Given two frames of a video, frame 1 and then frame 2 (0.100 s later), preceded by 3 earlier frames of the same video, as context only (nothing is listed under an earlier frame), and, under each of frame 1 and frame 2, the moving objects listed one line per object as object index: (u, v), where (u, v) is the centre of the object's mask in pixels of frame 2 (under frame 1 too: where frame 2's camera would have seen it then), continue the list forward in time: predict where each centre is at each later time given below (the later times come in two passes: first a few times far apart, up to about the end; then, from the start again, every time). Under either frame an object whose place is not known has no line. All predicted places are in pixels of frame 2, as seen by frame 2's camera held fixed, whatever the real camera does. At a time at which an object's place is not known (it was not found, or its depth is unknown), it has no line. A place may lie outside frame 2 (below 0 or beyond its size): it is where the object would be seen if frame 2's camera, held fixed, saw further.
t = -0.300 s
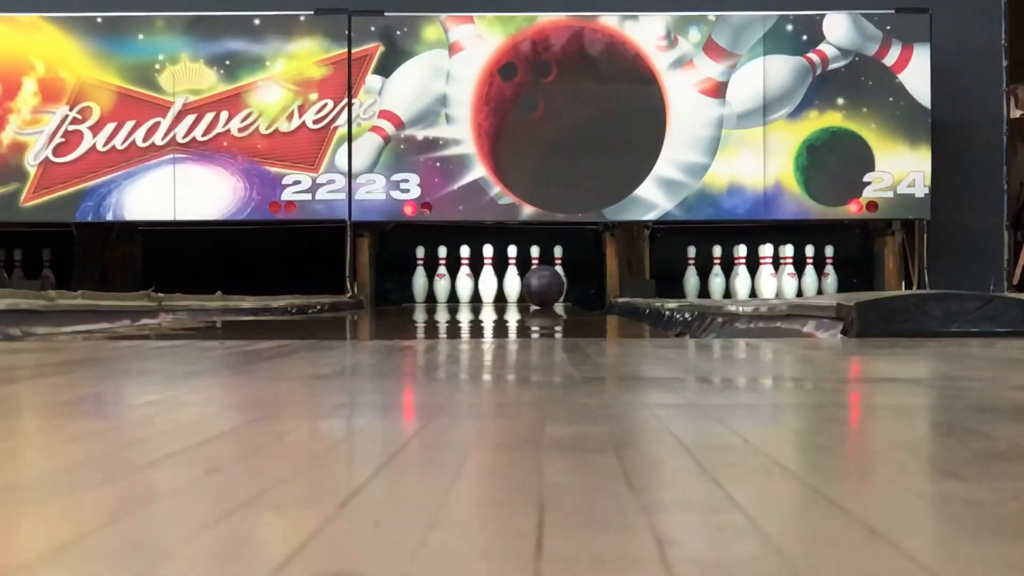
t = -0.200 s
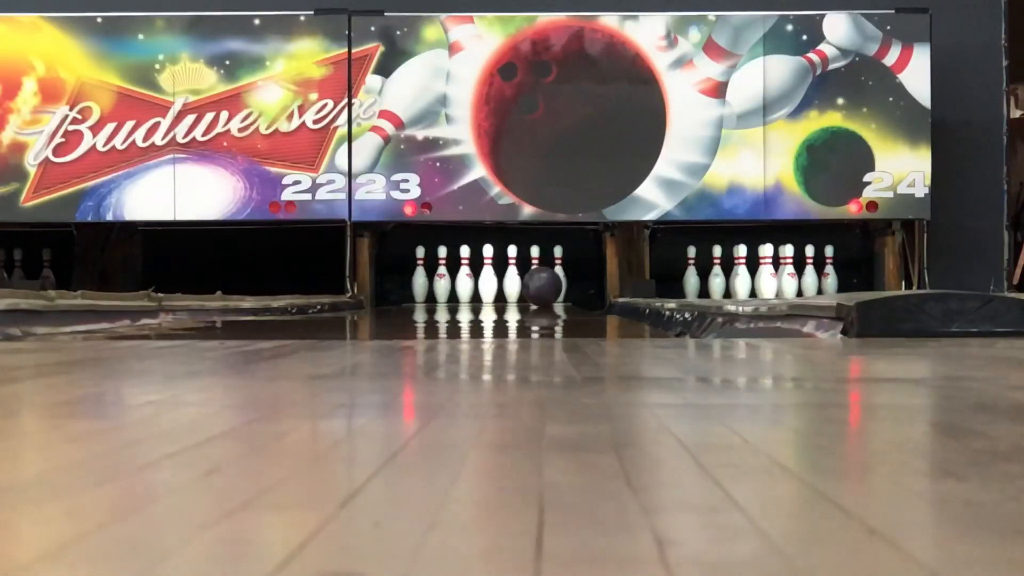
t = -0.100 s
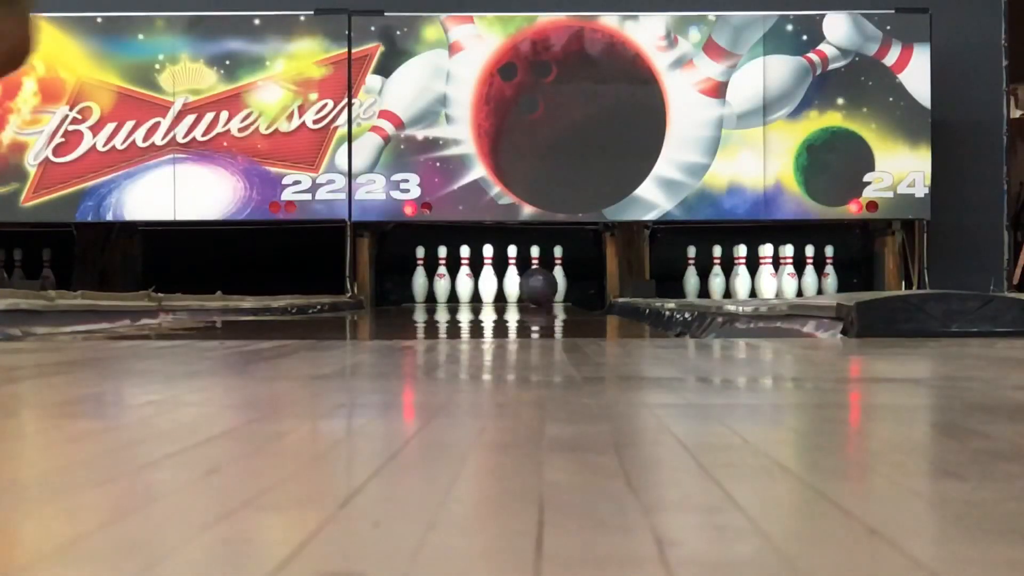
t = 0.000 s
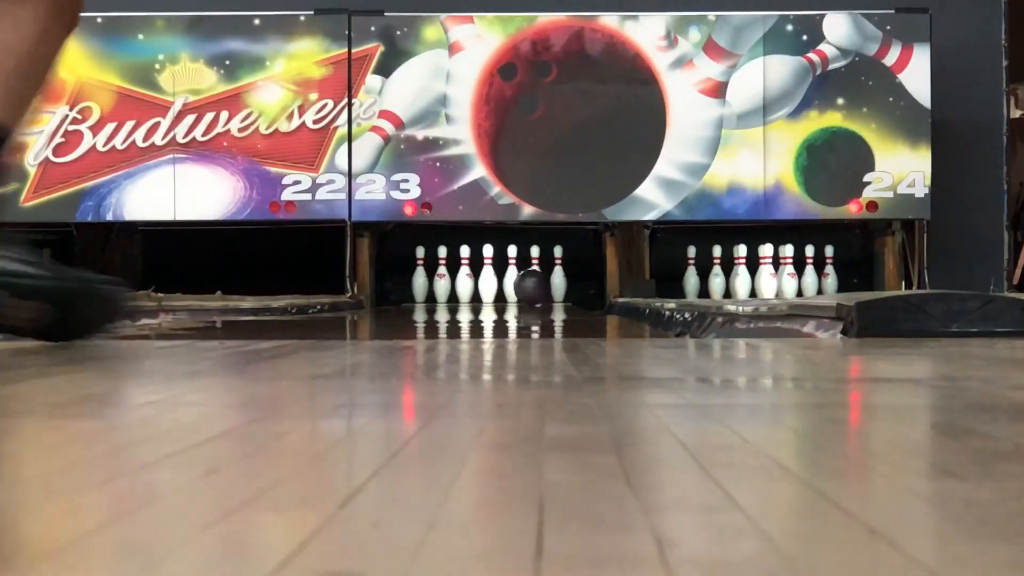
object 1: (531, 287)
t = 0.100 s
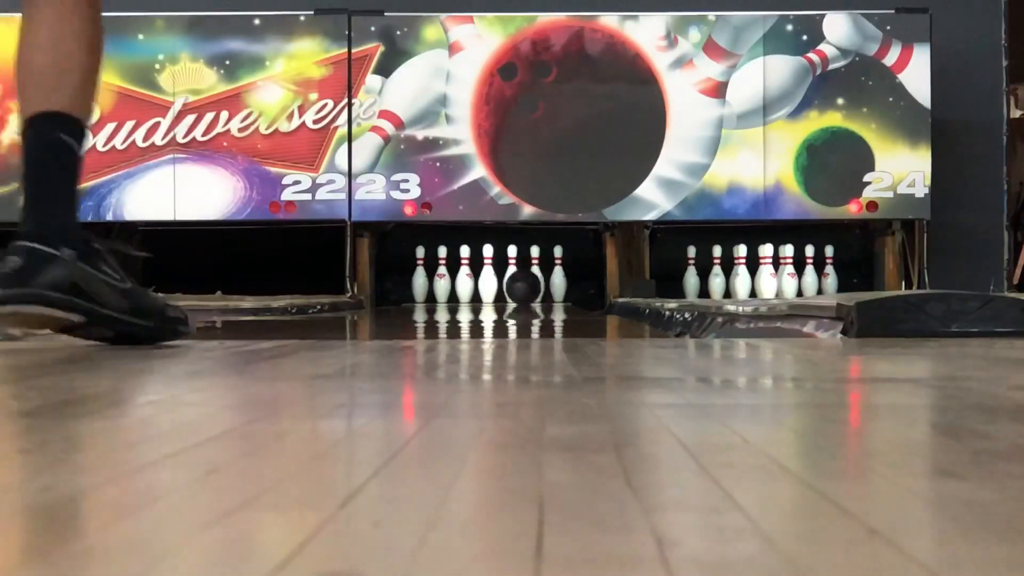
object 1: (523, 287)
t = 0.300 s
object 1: (501, 287)
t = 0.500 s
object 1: (490, 289)
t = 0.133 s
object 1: (520, 287)
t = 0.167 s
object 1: (516, 288)
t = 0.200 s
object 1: (511, 288)
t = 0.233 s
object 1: (508, 287)
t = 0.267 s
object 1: (503, 286)
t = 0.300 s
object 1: (501, 287)
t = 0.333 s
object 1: (501, 286)
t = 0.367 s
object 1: (498, 287)
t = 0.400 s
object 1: (496, 287)
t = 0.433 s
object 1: (495, 288)
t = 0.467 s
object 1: (491, 286)
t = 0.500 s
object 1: (490, 289)
